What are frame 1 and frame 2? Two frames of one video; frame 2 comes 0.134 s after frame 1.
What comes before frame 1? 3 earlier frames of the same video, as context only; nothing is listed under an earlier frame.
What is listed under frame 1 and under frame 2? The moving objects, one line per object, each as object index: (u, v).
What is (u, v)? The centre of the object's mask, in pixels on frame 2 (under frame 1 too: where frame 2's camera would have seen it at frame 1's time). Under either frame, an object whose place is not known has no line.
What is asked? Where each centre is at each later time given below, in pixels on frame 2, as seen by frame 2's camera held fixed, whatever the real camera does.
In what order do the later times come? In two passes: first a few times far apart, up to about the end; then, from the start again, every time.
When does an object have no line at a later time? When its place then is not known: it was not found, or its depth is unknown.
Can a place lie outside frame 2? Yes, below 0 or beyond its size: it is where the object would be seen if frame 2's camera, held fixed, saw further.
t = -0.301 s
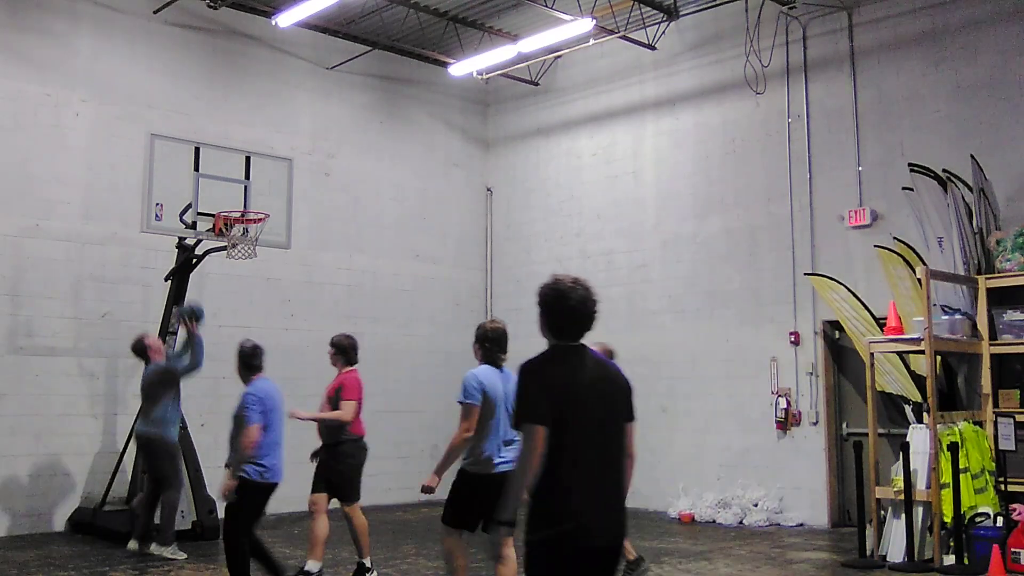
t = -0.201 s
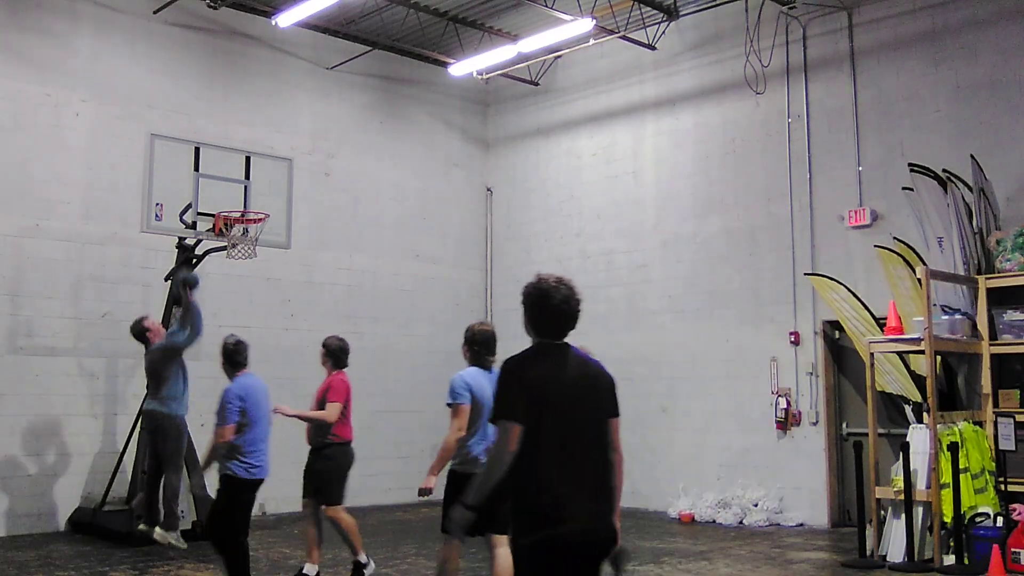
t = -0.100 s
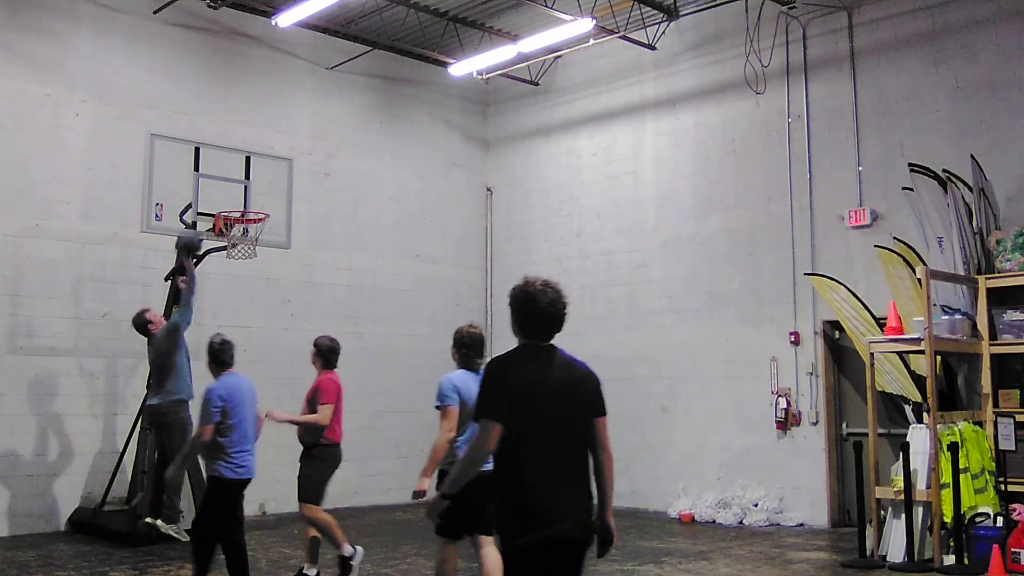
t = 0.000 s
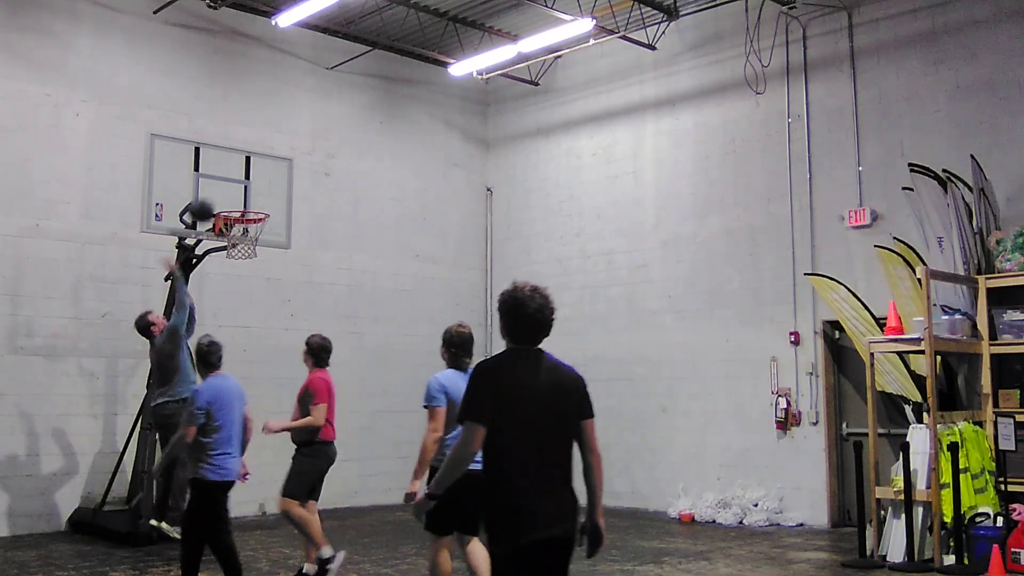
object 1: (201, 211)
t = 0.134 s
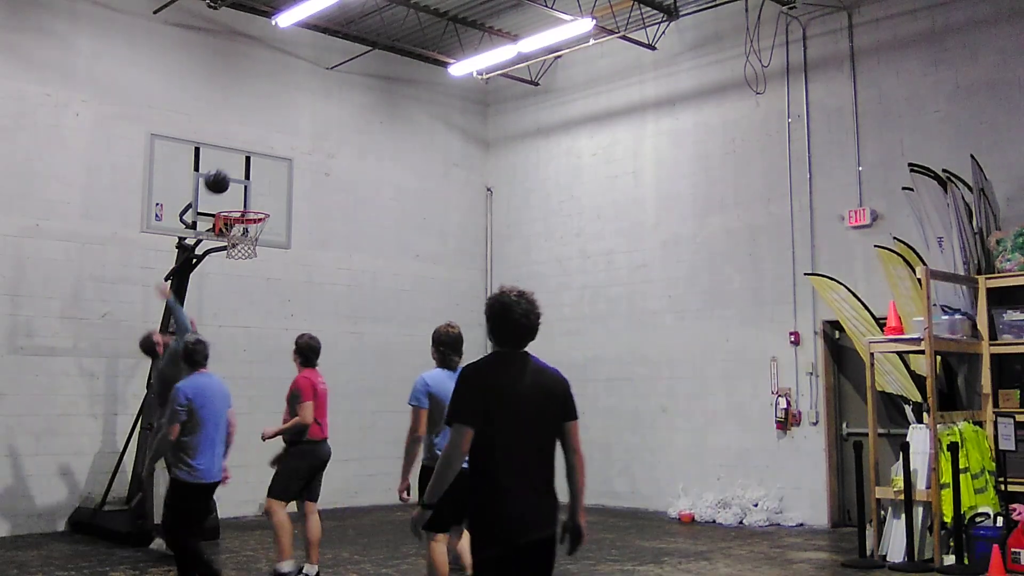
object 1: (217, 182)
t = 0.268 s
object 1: (231, 172)
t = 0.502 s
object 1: (256, 199)
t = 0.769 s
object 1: (232, 226)
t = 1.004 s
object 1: (244, 261)
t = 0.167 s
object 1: (221, 177)
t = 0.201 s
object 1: (224, 174)
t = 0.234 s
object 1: (228, 172)
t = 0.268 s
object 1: (231, 172)
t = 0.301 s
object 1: (235, 173)
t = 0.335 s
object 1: (238, 174)
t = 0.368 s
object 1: (242, 177)
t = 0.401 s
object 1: (246, 181)
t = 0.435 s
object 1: (249, 186)
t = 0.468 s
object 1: (252, 192)
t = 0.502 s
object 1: (256, 199)
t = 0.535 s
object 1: (258, 204)
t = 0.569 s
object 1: (254, 204)
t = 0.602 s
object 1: (248, 204)
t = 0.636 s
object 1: (243, 204)
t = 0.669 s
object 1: (238, 206)
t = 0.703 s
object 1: (232, 207)
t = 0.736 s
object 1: (230, 223)
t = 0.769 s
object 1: (232, 226)
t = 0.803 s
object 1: (232, 232)
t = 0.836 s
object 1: (233, 236)
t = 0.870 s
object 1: (234, 242)
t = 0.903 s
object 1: (237, 246)
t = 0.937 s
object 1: (238, 250)
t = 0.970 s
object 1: (241, 255)
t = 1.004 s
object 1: (244, 261)
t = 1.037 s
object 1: (245, 268)
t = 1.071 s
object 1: (248, 275)
